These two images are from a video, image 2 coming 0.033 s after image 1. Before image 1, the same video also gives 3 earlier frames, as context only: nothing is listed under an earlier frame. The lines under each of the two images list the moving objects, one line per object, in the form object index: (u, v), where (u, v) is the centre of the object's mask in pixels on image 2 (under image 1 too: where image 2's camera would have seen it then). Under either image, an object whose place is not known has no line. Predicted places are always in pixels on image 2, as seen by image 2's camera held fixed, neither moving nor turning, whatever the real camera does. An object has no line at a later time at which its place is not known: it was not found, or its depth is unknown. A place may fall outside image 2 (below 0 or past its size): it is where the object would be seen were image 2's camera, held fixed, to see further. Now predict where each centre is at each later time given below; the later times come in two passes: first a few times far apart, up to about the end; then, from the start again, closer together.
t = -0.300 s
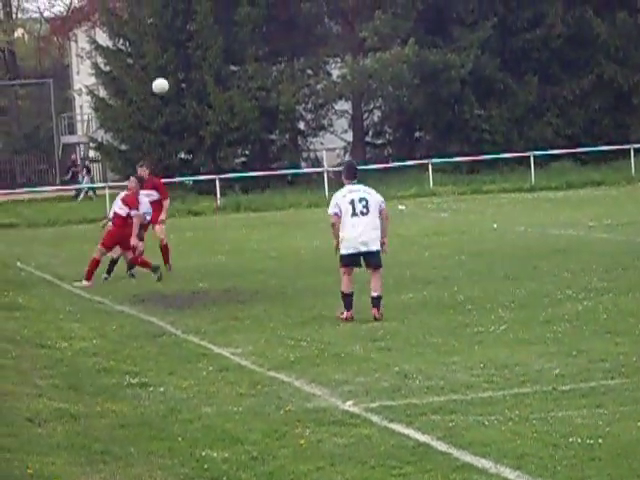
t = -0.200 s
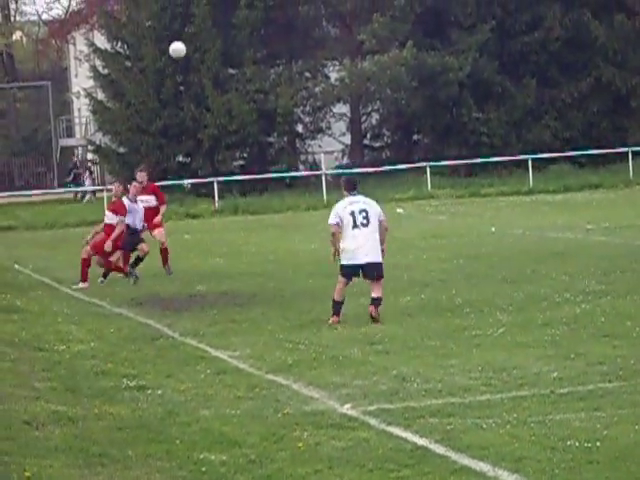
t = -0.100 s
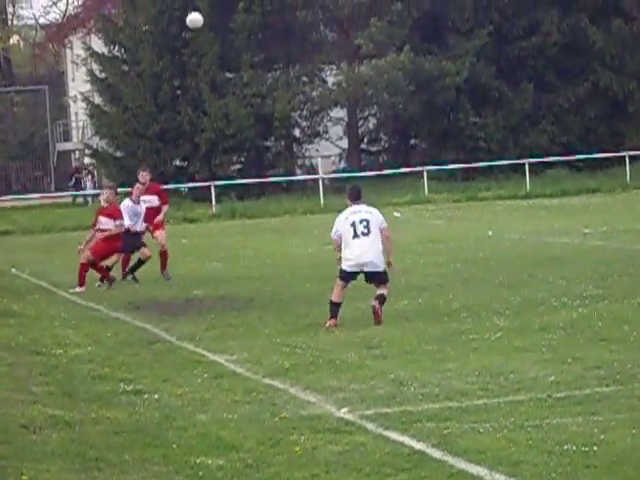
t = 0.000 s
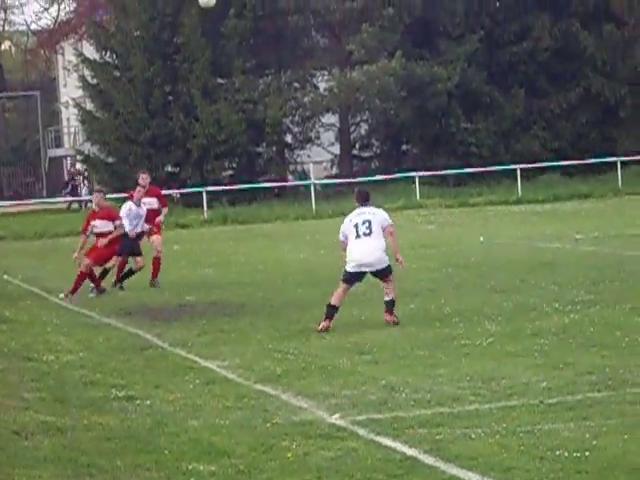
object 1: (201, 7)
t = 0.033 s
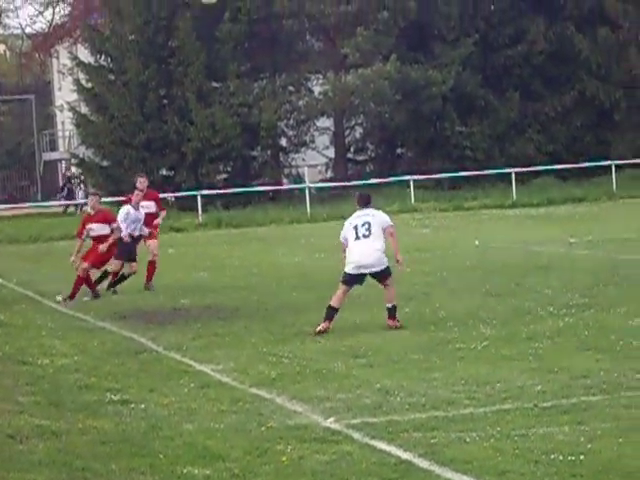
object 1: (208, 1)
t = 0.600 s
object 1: (356, 2)
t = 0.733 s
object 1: (398, 46)
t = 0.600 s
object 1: (356, 2)
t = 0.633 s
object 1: (366, 11)
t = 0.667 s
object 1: (377, 21)
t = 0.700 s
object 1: (387, 33)
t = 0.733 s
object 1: (398, 46)
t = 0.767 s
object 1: (409, 60)
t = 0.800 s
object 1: (420, 75)
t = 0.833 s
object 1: (431, 92)
